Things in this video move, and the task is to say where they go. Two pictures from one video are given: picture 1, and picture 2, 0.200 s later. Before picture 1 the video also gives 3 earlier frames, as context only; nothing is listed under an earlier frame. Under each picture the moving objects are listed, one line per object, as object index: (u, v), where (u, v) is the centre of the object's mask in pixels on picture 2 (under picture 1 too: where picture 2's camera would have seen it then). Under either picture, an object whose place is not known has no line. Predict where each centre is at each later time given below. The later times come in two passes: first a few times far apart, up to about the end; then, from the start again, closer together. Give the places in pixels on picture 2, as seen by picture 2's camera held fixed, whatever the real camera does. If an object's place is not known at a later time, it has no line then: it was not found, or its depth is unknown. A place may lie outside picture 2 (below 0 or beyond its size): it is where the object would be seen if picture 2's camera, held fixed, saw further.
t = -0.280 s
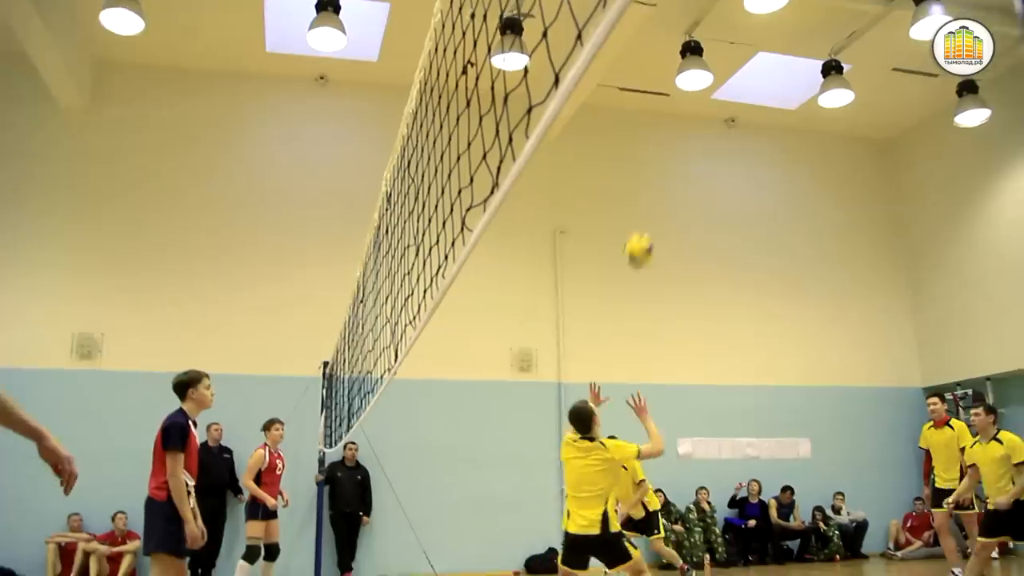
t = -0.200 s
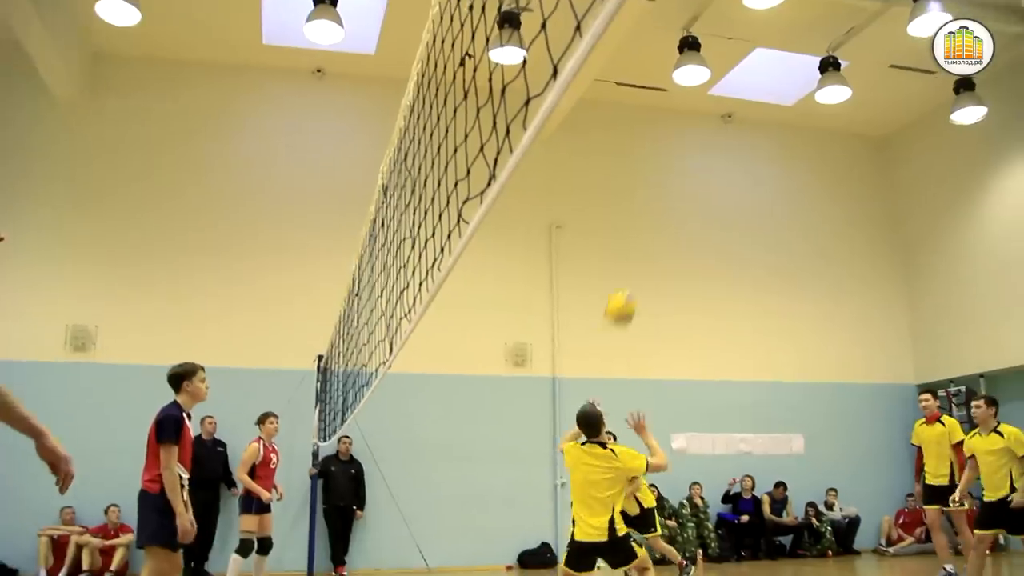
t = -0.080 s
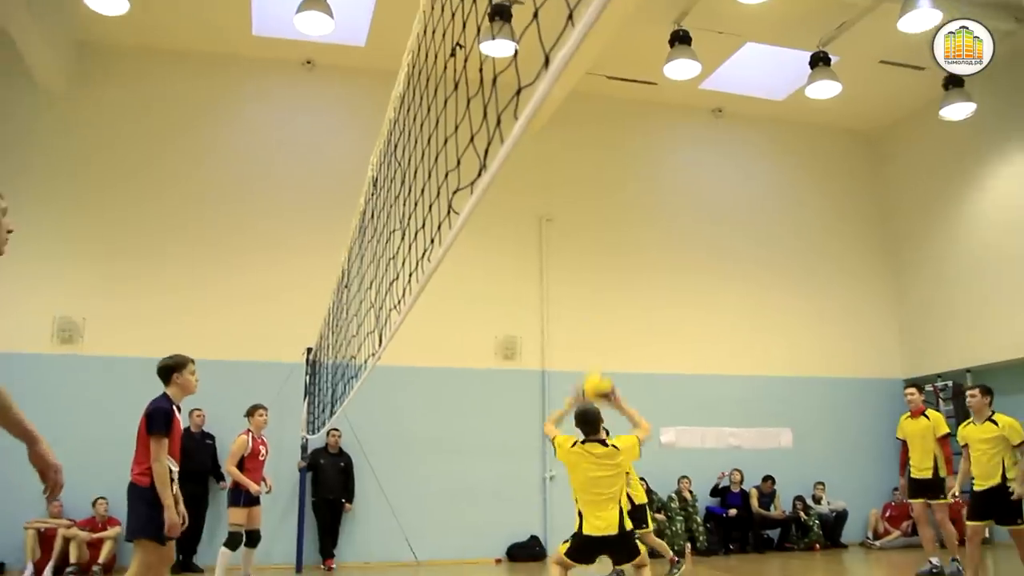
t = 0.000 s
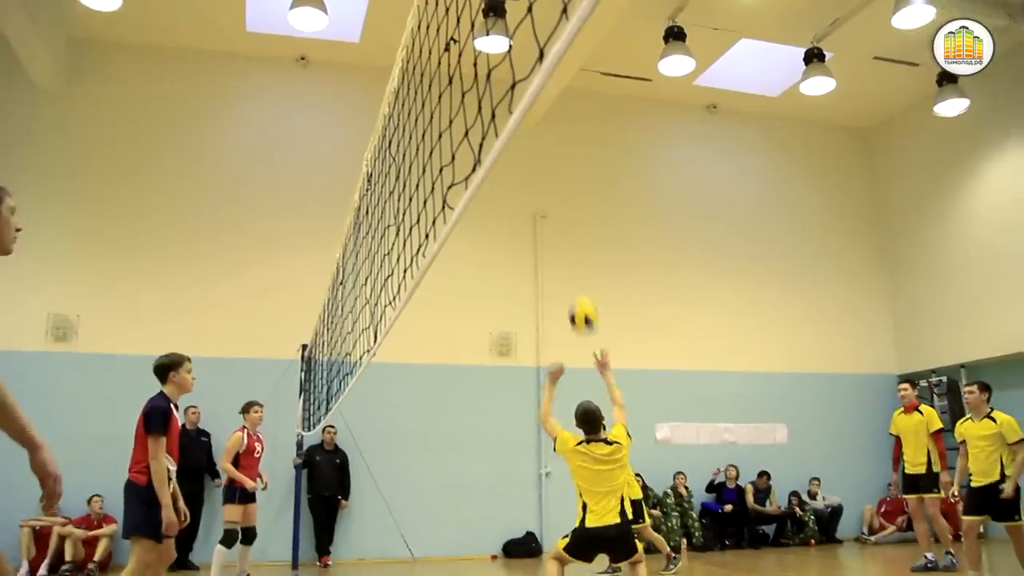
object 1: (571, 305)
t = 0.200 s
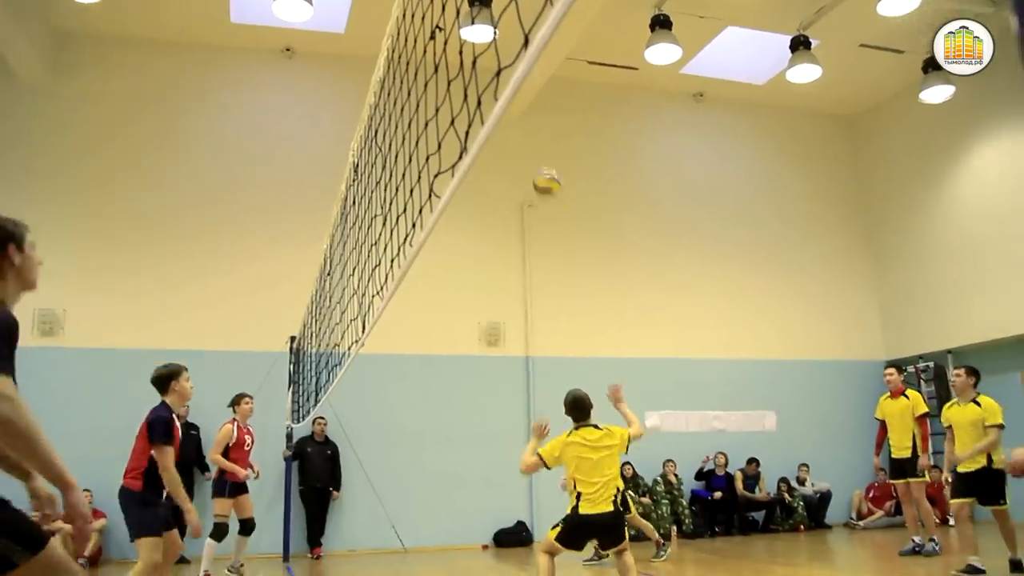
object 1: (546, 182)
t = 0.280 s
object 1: (539, 153)
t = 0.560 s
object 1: (518, 118)
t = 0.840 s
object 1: (502, 158)
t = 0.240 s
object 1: (542, 166)
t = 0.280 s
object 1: (539, 153)
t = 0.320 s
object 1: (535, 143)
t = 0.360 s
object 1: (531, 133)
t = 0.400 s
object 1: (527, 127)
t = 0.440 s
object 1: (524, 122)
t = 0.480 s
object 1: (521, 119)
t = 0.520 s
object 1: (520, 118)
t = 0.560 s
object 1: (518, 118)
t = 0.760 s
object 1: (506, 139)
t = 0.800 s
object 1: (504, 147)
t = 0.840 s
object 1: (502, 158)
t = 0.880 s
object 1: (500, 170)
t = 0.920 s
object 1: (498, 184)
